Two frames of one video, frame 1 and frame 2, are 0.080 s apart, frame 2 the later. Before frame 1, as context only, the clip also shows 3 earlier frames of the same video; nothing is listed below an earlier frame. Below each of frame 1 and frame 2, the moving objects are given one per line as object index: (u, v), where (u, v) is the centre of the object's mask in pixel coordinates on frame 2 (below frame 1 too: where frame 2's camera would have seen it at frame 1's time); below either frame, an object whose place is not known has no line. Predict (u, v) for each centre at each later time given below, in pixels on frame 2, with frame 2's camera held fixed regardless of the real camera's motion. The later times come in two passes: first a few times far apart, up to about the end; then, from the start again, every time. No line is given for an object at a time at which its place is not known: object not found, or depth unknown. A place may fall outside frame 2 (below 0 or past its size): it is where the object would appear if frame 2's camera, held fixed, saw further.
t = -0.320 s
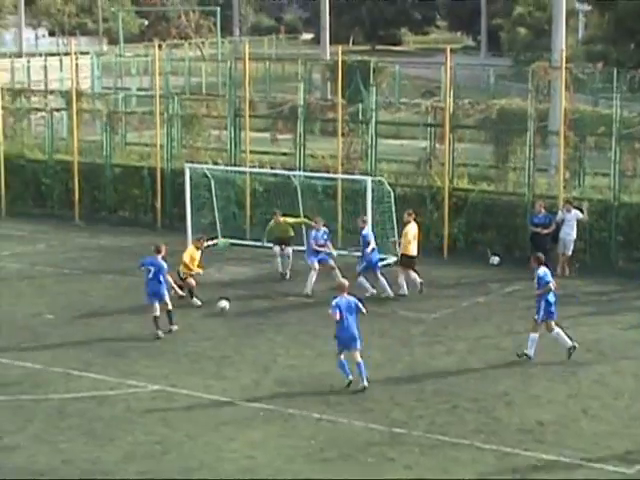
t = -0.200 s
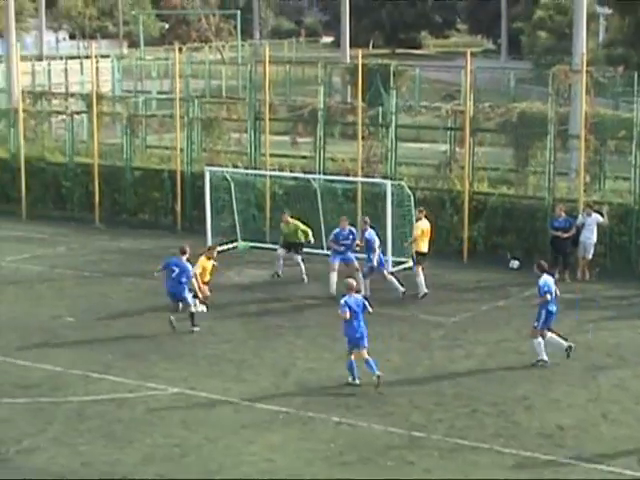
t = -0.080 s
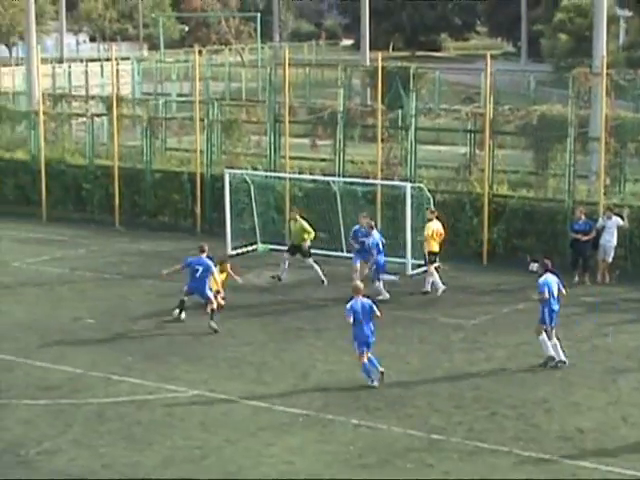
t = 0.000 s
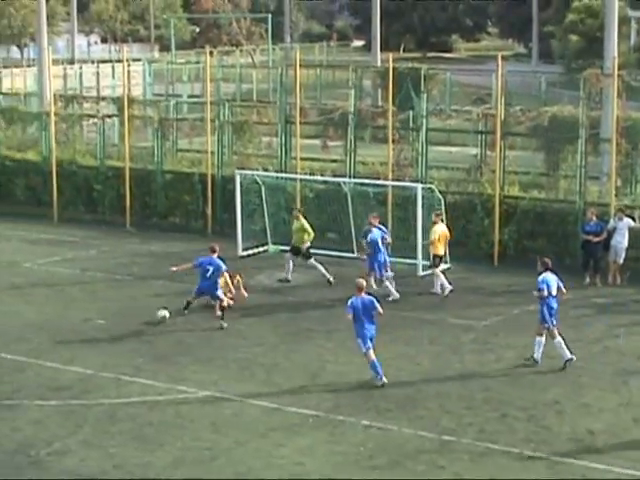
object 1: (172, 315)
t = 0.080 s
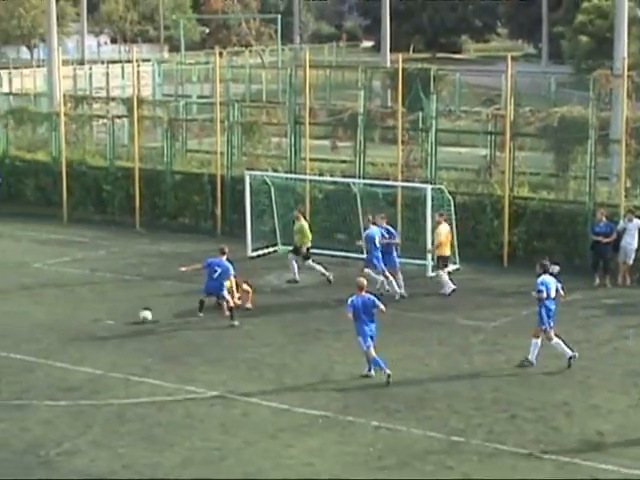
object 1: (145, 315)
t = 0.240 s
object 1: (92, 318)
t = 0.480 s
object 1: (14, 319)
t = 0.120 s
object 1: (132, 315)
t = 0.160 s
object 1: (119, 316)
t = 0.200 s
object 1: (105, 318)
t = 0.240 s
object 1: (92, 318)
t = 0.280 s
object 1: (79, 318)
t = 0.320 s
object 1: (66, 318)
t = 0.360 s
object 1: (52, 319)
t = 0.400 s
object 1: (39, 319)
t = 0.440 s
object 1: (27, 319)
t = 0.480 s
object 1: (14, 319)
